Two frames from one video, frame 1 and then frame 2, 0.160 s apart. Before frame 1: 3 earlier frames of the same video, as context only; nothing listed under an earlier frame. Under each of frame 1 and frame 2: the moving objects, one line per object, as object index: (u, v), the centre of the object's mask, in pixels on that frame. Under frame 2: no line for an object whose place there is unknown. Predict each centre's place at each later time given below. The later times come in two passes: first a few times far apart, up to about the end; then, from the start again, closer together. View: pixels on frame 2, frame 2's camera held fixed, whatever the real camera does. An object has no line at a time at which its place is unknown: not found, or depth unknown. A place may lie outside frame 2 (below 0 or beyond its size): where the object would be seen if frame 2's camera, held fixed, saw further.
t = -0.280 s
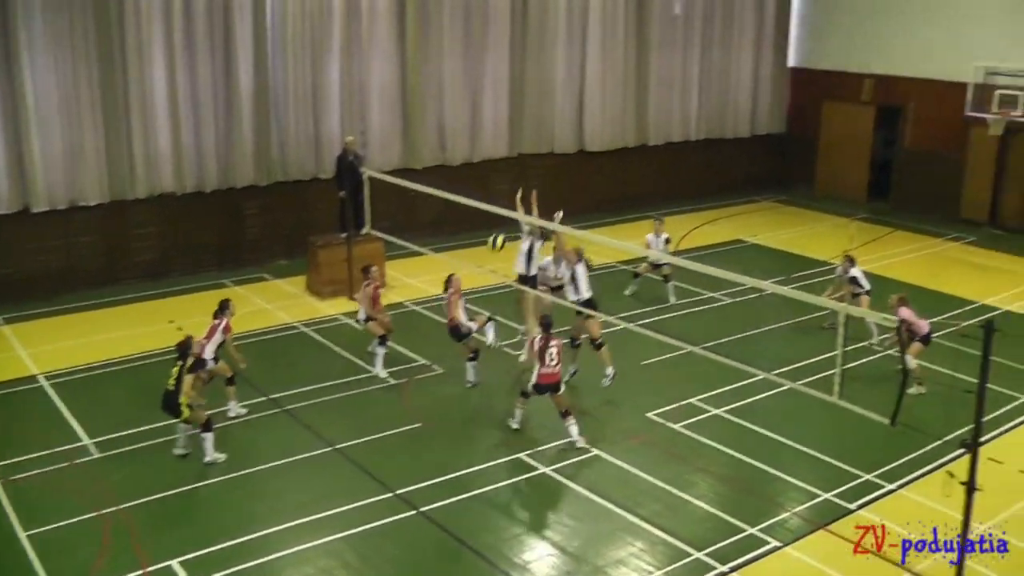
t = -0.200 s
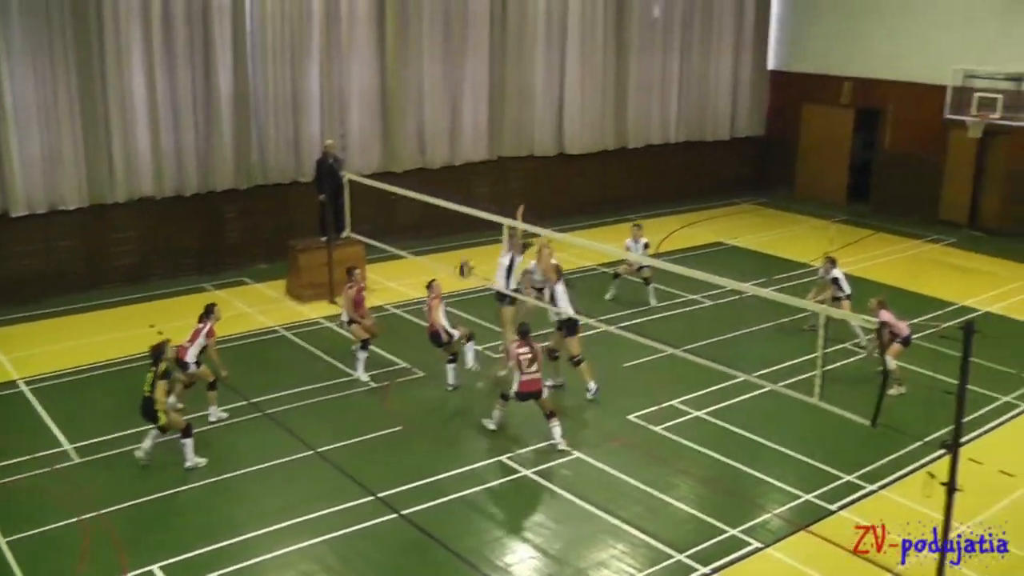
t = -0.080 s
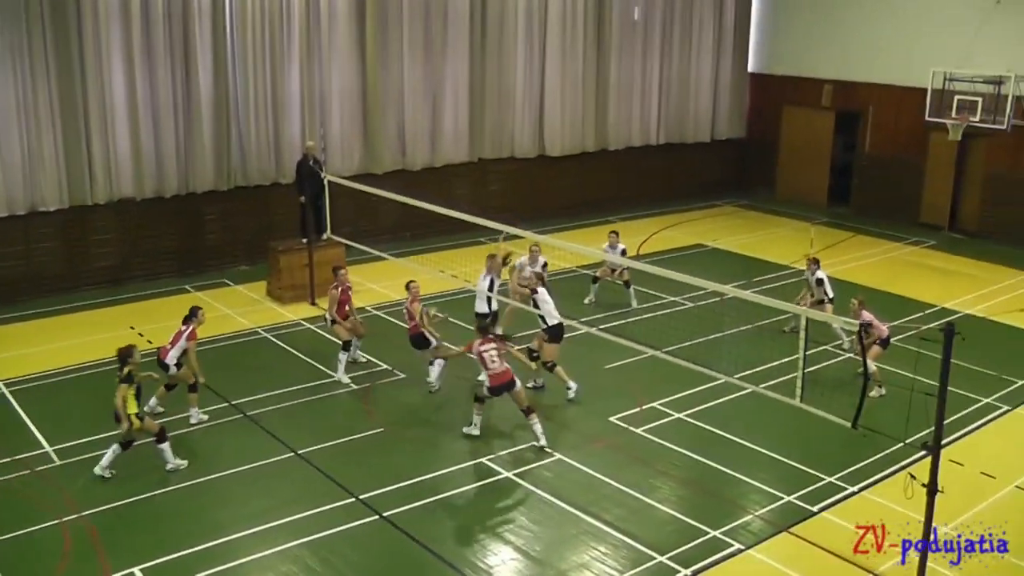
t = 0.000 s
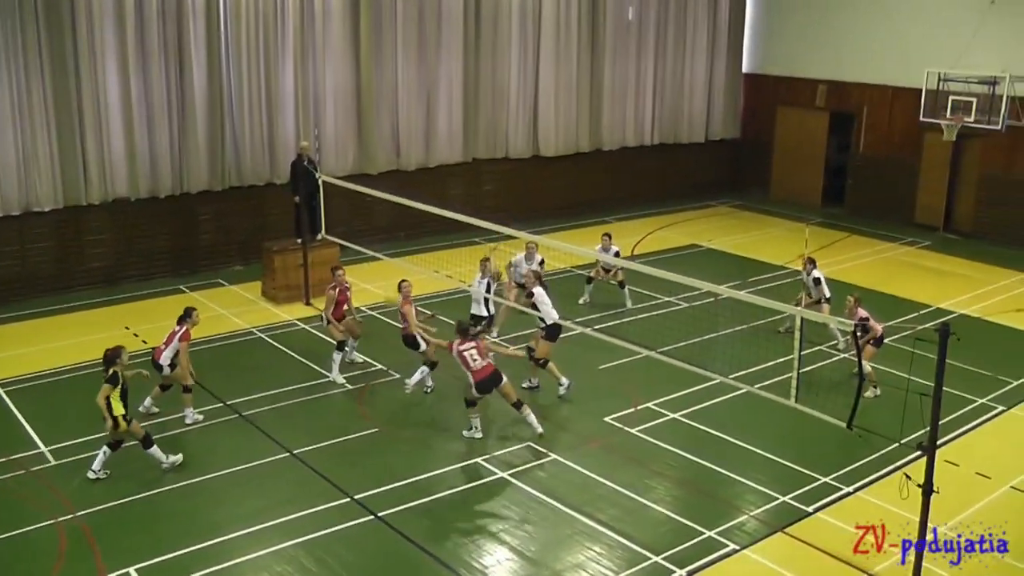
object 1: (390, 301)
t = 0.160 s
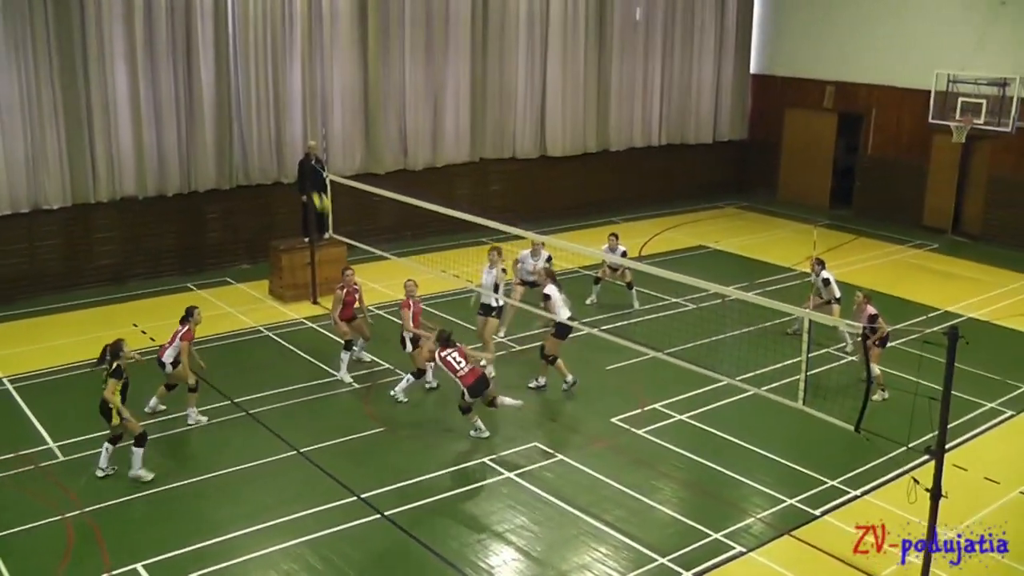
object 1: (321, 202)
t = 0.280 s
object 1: (263, 147)
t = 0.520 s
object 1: (160, 76)
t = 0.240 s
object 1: (281, 165)
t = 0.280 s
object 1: (263, 147)
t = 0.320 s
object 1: (244, 130)
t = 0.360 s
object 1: (227, 116)
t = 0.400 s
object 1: (210, 105)
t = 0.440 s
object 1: (194, 94)
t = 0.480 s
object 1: (175, 83)
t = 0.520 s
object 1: (160, 76)
